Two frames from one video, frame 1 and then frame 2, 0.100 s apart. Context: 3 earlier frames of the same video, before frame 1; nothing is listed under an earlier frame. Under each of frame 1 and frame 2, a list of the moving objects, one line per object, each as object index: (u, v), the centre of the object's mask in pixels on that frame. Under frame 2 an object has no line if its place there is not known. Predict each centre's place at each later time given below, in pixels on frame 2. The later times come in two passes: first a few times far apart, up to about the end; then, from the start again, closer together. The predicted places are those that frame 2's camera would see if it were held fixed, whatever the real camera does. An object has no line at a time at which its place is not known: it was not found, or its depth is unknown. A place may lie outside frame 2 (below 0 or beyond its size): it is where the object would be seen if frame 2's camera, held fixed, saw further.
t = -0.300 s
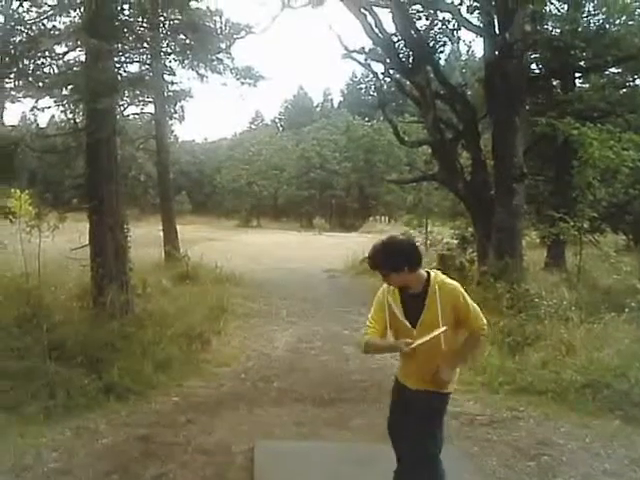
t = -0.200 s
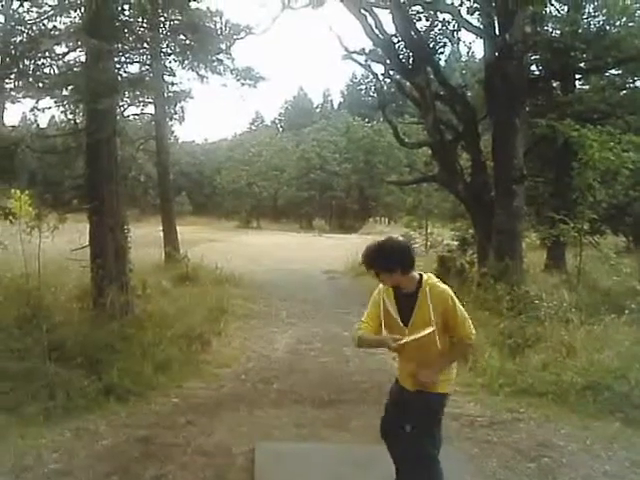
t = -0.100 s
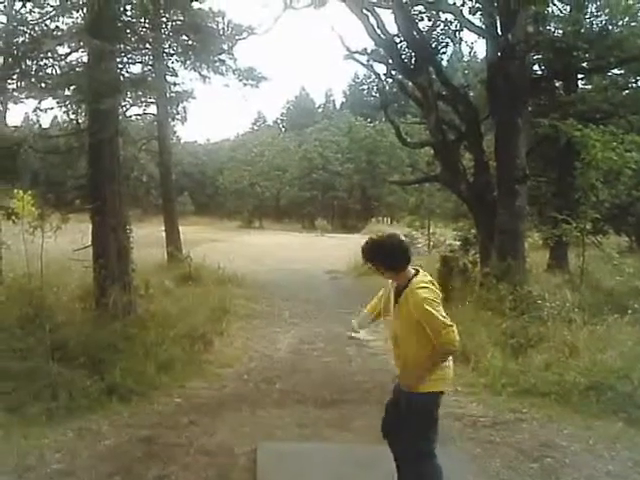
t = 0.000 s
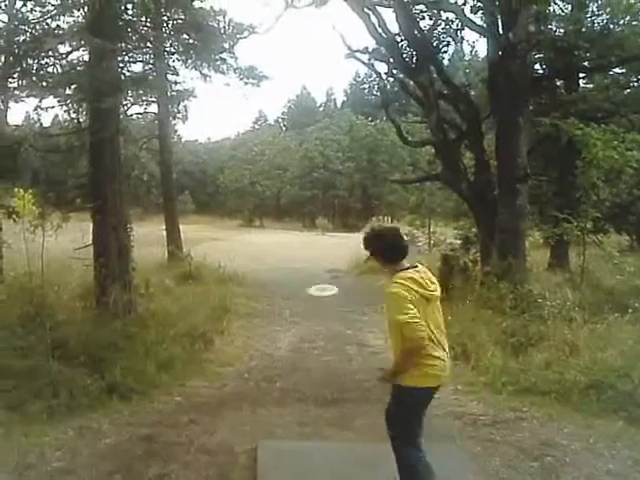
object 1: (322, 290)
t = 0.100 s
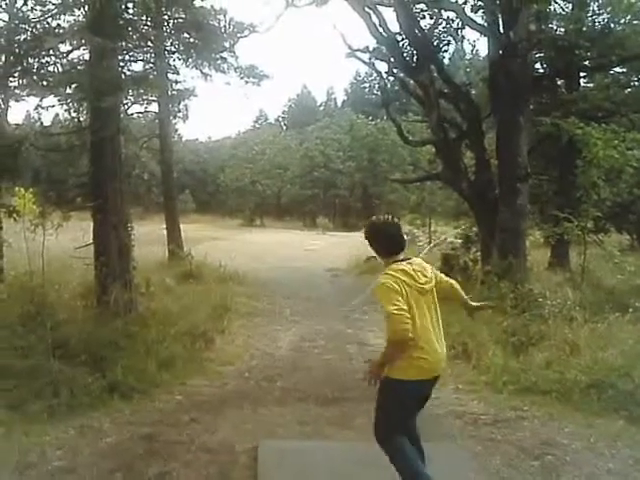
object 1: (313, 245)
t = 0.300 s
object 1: (298, 195)
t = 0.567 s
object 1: (283, 161)
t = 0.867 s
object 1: (268, 147)
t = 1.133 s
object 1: (258, 143)
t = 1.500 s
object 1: (236, 145)
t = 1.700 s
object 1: (224, 147)
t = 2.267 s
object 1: (184, 164)
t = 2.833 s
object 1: (125, 193)
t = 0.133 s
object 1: (310, 234)
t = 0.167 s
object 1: (307, 225)
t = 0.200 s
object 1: (305, 216)
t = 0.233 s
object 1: (303, 208)
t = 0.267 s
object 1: (300, 201)
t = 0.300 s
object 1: (298, 195)
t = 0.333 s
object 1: (296, 189)
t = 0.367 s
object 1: (294, 184)
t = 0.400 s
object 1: (292, 179)
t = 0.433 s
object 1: (290, 174)
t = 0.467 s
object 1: (289, 171)
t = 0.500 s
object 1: (287, 167)
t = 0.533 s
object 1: (285, 164)
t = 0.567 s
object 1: (283, 161)
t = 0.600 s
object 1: (281, 158)
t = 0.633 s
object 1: (279, 156)
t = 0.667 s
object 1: (278, 154)
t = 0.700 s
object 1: (276, 152)
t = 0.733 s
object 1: (275, 151)
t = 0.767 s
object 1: (273, 150)
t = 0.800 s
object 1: (272, 149)
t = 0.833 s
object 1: (270, 148)
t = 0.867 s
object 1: (268, 147)
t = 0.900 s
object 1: (268, 146)
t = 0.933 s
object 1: (266, 146)
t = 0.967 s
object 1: (265, 146)
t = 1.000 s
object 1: (264, 145)
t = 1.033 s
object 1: (261, 145)
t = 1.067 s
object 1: (260, 144)
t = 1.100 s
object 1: (259, 143)
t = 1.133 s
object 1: (258, 143)
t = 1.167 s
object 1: (257, 143)
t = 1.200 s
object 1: (253, 144)
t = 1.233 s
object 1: (248, 144)
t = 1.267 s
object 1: (248, 143)
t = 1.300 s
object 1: (247, 144)
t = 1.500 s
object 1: (236, 145)
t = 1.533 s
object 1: (231, 146)
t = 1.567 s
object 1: (232, 145)
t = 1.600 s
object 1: (229, 146)
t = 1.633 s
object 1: (228, 147)
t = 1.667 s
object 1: (225, 147)
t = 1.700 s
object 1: (224, 147)
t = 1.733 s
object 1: (221, 148)
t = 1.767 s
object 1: (221, 148)
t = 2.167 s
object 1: (192, 162)
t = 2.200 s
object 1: (189, 162)
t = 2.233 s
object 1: (187, 162)
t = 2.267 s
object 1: (184, 164)
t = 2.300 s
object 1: (181, 166)
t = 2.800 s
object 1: (131, 191)
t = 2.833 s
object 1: (125, 193)
